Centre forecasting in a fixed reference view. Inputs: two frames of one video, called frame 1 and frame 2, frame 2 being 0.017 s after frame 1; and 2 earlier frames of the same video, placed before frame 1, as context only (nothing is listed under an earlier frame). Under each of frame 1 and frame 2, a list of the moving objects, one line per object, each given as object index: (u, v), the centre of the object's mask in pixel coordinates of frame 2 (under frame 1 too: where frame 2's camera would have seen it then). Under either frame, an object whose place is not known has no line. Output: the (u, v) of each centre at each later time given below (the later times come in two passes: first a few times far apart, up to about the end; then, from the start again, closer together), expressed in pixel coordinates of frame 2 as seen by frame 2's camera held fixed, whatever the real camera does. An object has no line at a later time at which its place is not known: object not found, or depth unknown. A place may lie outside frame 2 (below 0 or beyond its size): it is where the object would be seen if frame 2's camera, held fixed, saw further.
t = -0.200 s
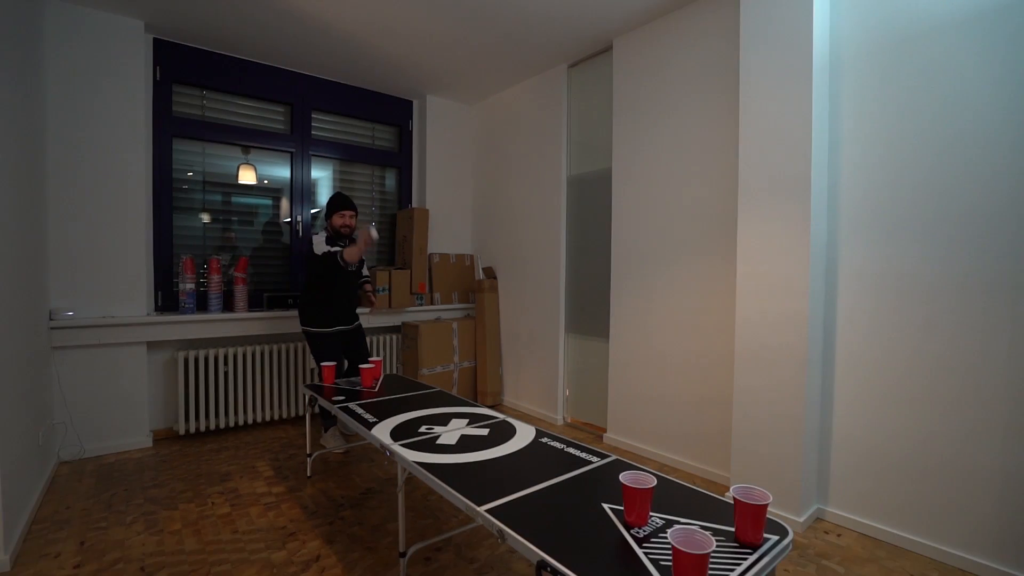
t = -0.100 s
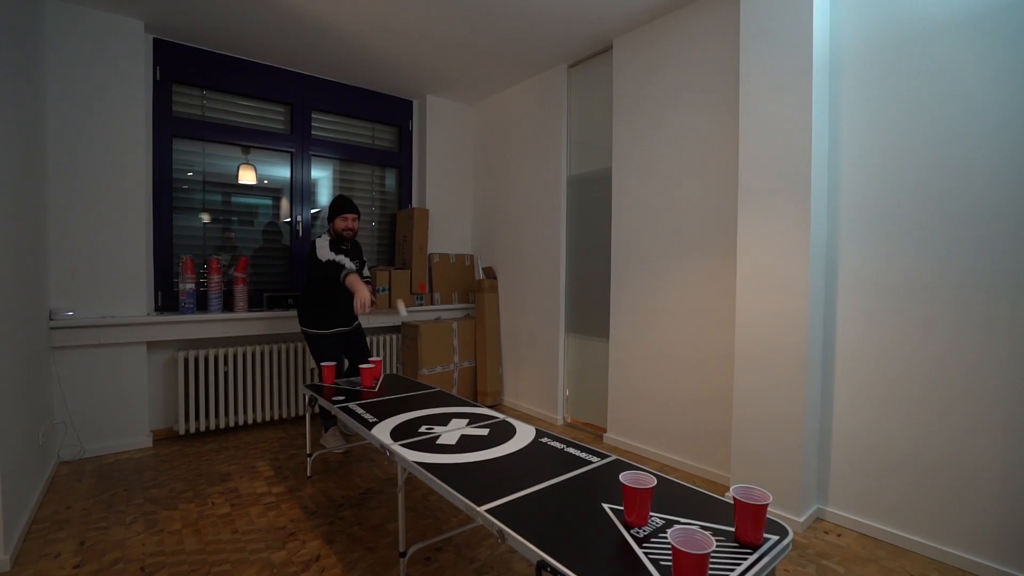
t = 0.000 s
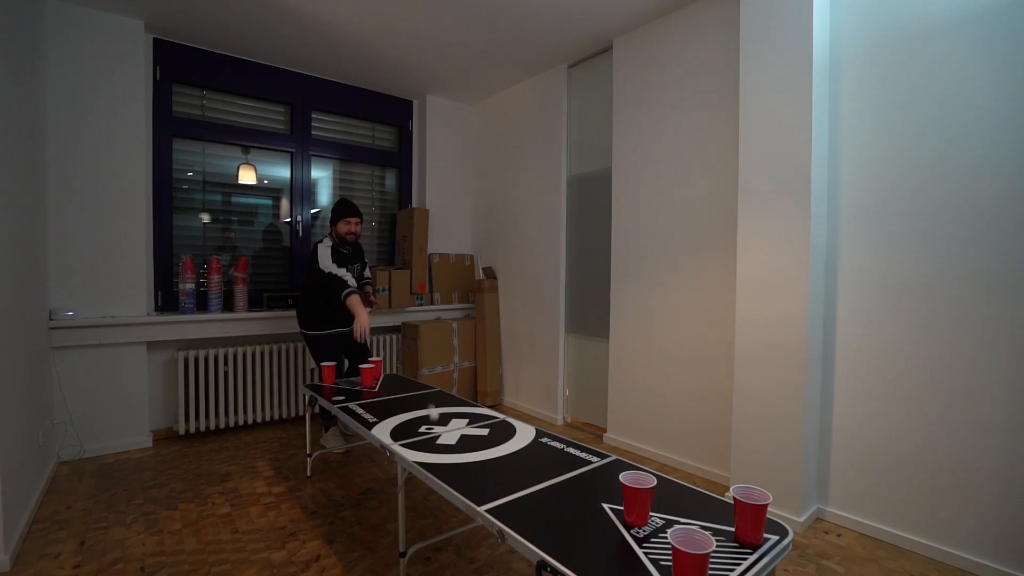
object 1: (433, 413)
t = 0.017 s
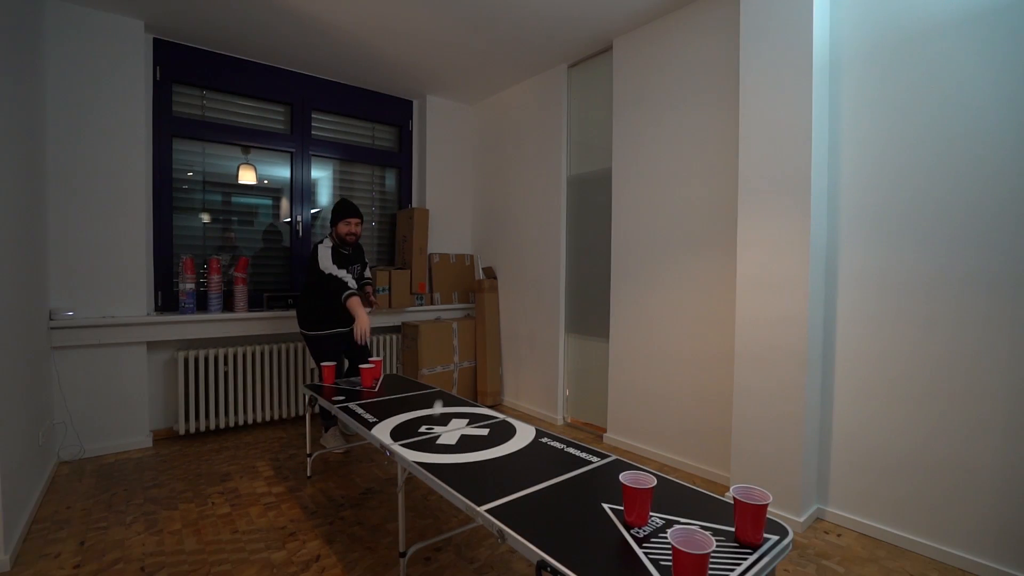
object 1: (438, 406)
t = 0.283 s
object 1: (497, 315)
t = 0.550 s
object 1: (569, 413)
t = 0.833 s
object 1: (658, 440)
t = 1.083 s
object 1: (762, 538)
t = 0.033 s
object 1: (440, 397)
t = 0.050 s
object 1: (444, 388)
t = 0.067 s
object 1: (447, 379)
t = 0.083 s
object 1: (451, 370)
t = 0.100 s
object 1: (455, 362)
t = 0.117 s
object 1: (458, 355)
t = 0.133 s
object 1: (462, 348)
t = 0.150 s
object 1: (466, 341)
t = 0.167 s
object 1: (469, 336)
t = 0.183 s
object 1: (473, 331)
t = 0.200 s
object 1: (477, 327)
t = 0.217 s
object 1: (481, 323)
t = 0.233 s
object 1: (485, 320)
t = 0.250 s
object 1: (489, 318)
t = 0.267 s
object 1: (493, 317)
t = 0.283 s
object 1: (497, 315)
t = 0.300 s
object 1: (501, 315)
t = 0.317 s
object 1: (505, 316)
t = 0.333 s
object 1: (510, 317)
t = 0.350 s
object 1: (514, 319)
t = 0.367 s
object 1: (519, 322)
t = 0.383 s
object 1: (523, 326)
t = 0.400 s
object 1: (528, 331)
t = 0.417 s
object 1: (532, 336)
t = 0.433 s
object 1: (537, 342)
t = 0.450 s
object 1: (541, 350)
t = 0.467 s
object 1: (546, 358)
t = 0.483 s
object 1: (550, 367)
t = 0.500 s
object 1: (555, 376)
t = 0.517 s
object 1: (560, 387)
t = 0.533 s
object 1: (565, 400)
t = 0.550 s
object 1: (569, 413)
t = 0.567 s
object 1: (573, 426)
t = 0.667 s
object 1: (601, 455)
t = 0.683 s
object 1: (607, 451)
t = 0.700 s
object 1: (612, 445)
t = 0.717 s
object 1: (617, 442)
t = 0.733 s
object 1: (623, 438)
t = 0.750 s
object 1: (629, 436)
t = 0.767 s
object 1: (634, 435)
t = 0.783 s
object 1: (640, 435)
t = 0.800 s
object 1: (646, 436)
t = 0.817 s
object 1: (651, 437)
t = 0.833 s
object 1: (658, 440)
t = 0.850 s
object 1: (664, 443)
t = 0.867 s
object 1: (670, 448)
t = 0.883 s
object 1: (677, 455)
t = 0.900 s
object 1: (683, 462)
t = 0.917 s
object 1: (689, 471)
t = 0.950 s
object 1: (702, 492)
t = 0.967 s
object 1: (709, 505)
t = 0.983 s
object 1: (715, 516)
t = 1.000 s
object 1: (722, 531)
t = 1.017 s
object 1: (729, 547)
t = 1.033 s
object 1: (737, 544)
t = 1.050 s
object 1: (746, 541)
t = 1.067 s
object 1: (753, 540)
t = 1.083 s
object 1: (762, 538)
